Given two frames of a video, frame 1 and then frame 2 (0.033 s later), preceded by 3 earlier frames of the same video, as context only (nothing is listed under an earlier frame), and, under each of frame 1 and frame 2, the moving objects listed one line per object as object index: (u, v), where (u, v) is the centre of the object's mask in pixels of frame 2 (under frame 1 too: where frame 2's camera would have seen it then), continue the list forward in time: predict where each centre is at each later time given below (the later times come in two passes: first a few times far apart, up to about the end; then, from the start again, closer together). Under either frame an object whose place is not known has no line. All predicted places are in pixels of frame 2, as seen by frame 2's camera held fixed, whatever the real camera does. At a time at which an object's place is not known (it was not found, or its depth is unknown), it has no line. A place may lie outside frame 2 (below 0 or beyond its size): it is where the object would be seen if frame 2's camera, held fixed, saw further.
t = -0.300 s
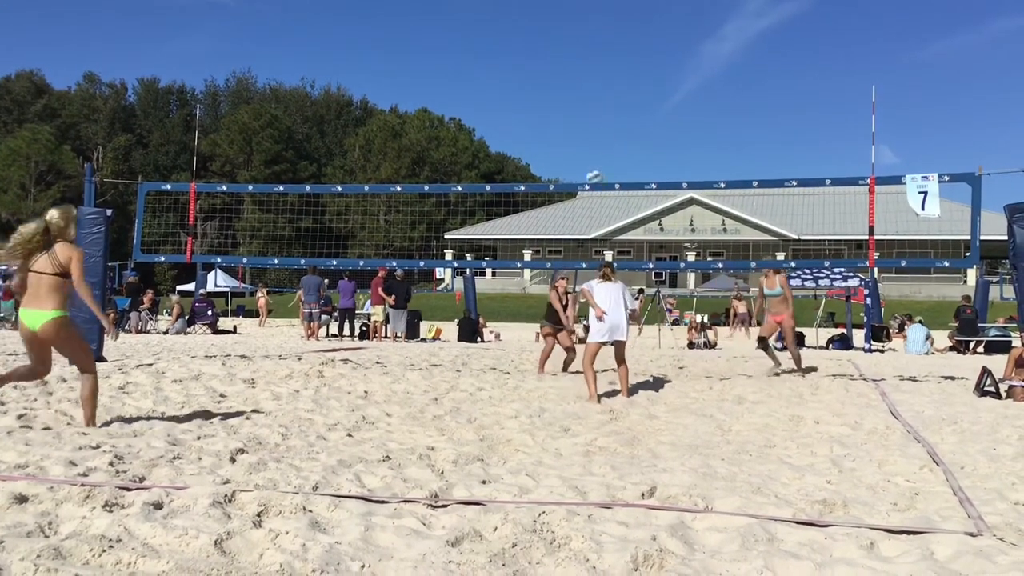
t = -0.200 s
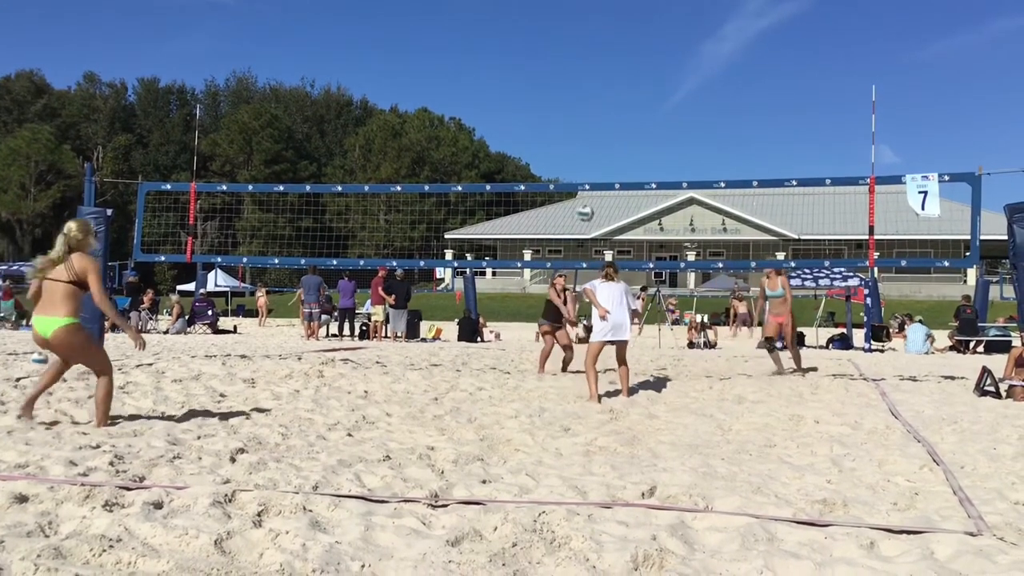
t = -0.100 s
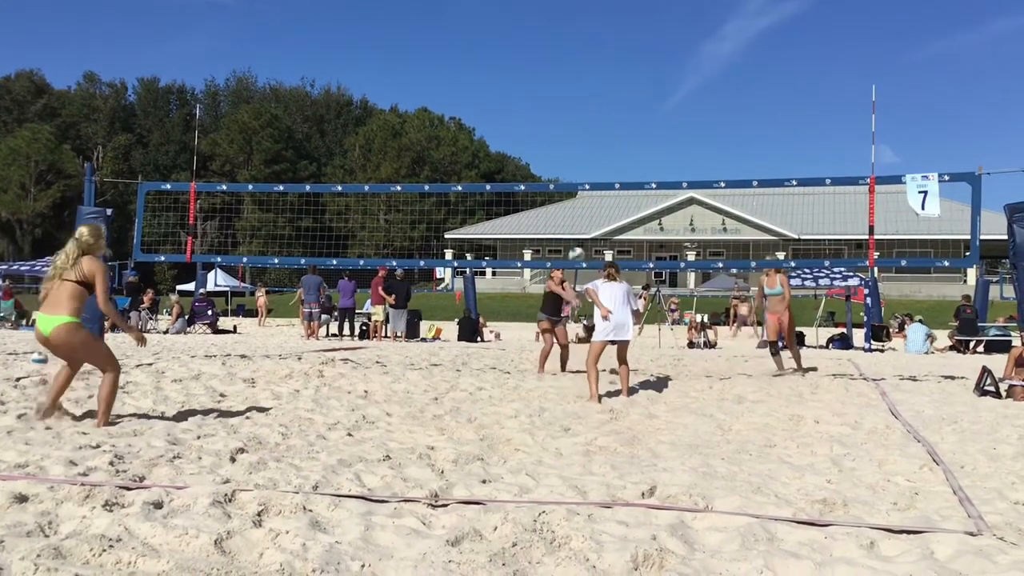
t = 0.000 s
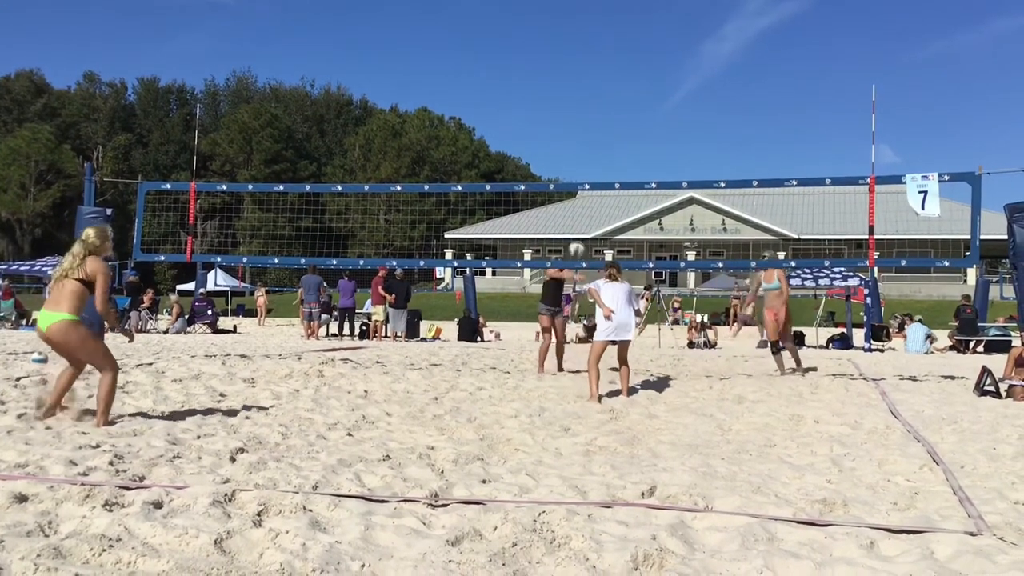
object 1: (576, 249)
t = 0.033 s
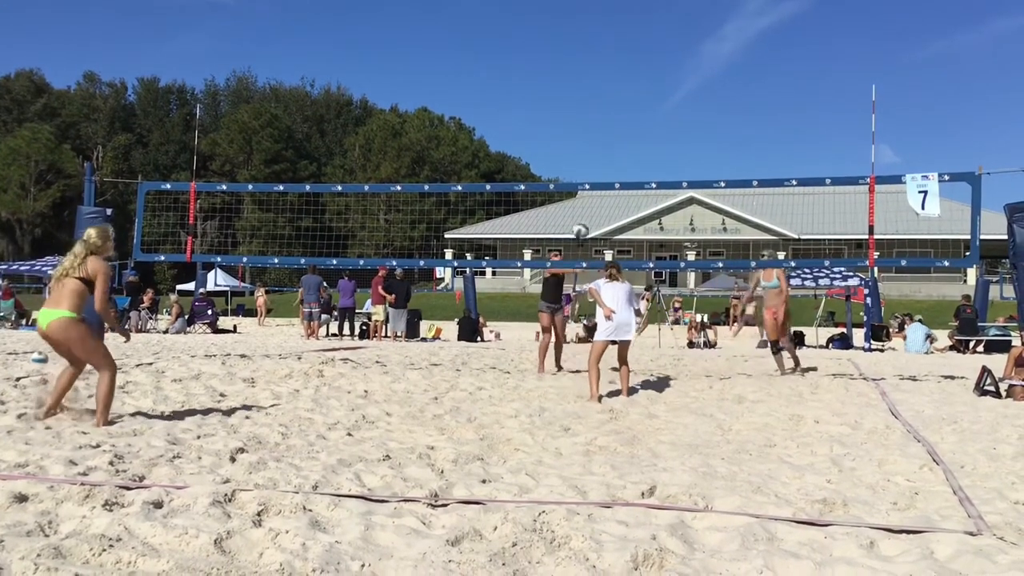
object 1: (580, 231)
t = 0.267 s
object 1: (603, 122)
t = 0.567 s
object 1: (635, 40)
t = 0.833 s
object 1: (664, 26)
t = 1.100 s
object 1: (693, 69)
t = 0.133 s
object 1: (590, 177)
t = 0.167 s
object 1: (593, 163)
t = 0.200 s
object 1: (596, 149)
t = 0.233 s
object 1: (600, 135)
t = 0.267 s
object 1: (603, 122)
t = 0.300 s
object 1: (606, 110)
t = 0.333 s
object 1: (610, 99)
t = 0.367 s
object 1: (613, 87)
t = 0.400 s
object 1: (617, 77)
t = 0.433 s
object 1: (620, 68)
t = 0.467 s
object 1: (624, 60)
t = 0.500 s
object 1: (627, 52)
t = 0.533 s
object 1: (631, 46)
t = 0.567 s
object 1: (635, 40)
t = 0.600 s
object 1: (638, 35)
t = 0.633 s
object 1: (642, 31)
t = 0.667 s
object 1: (645, 28)
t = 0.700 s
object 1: (649, 26)
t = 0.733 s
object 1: (652, 25)
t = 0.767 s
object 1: (656, 24)
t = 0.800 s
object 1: (660, 24)
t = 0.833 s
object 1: (664, 26)
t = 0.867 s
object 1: (667, 28)
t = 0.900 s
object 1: (671, 31)
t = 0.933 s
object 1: (675, 35)
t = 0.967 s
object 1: (678, 40)
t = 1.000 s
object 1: (682, 47)
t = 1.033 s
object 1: (686, 53)
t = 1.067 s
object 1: (690, 60)
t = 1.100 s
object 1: (693, 69)
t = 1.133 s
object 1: (696, 79)
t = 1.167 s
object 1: (701, 89)
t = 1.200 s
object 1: (704, 101)
